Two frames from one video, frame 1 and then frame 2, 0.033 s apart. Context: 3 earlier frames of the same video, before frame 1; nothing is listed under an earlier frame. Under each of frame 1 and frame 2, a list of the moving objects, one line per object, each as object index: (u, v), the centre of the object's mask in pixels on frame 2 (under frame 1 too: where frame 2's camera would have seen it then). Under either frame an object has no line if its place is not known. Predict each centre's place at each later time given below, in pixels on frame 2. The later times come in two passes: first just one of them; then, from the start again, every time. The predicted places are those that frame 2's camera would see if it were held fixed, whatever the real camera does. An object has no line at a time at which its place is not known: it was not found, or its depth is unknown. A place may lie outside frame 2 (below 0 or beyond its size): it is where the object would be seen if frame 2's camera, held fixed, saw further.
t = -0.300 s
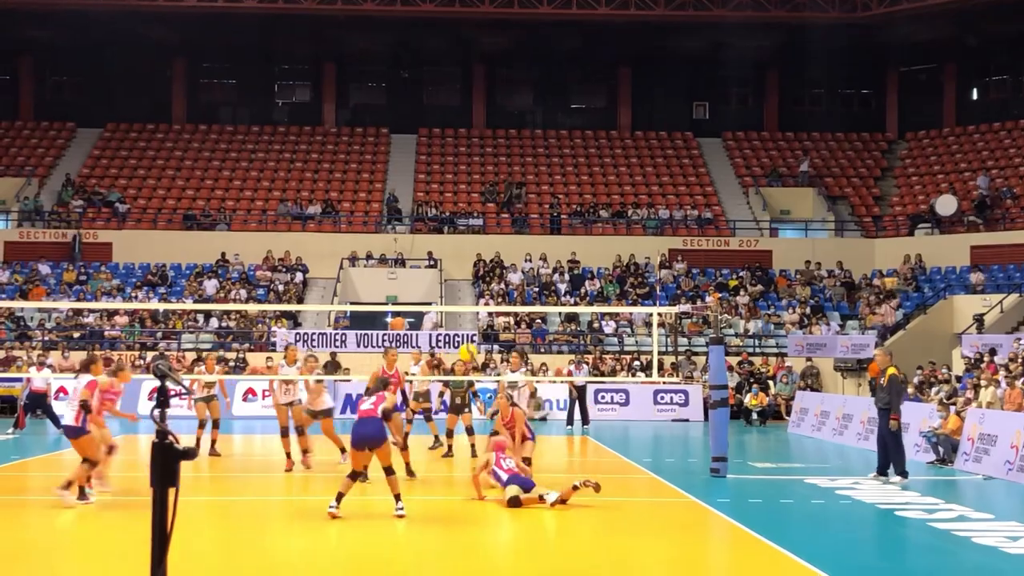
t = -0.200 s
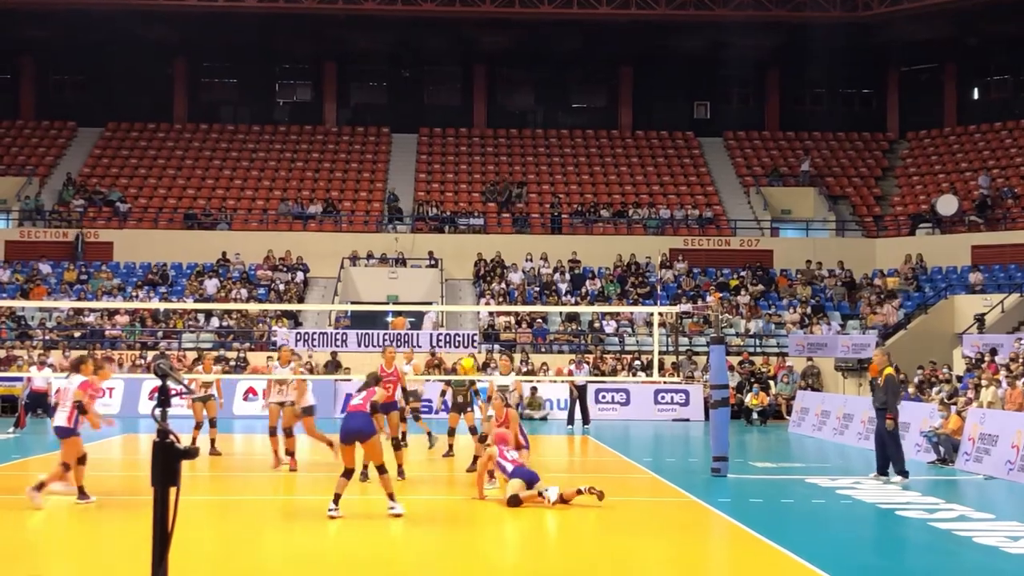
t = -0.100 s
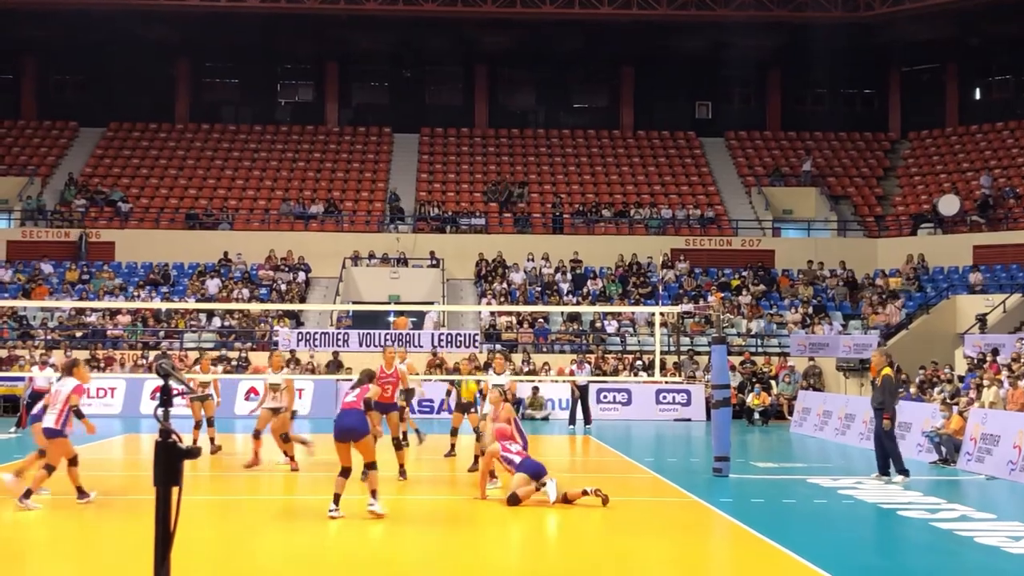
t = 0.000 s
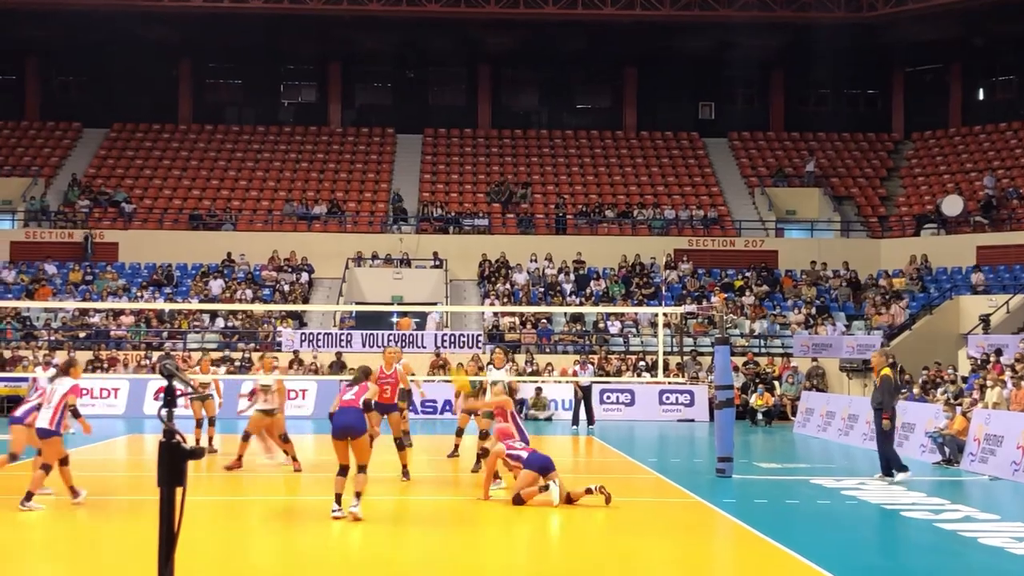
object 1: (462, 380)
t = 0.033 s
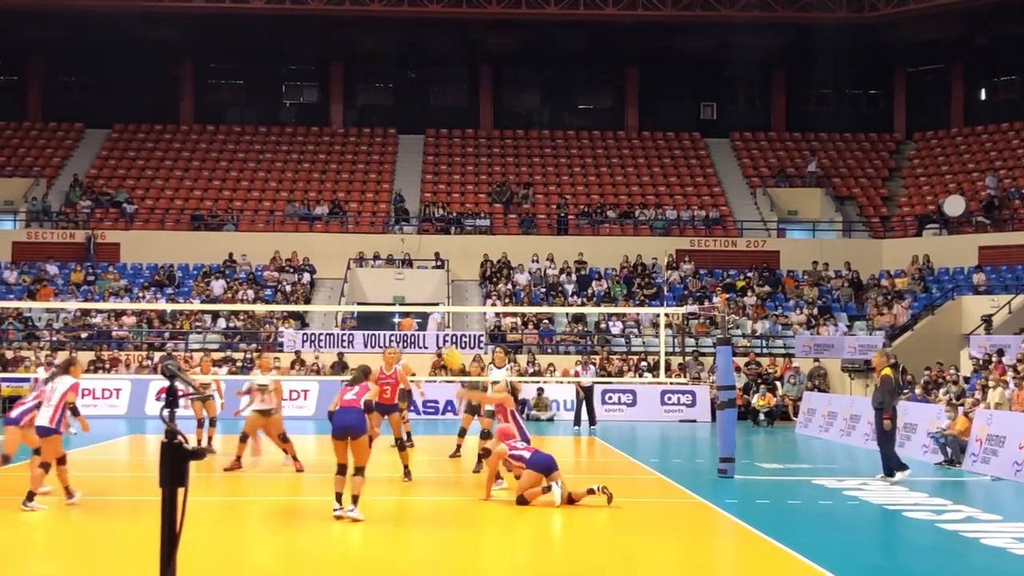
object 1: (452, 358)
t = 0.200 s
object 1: (405, 254)
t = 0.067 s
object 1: (442, 334)
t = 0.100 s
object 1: (432, 312)
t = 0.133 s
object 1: (424, 292)
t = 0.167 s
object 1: (414, 271)
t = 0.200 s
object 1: (405, 254)
